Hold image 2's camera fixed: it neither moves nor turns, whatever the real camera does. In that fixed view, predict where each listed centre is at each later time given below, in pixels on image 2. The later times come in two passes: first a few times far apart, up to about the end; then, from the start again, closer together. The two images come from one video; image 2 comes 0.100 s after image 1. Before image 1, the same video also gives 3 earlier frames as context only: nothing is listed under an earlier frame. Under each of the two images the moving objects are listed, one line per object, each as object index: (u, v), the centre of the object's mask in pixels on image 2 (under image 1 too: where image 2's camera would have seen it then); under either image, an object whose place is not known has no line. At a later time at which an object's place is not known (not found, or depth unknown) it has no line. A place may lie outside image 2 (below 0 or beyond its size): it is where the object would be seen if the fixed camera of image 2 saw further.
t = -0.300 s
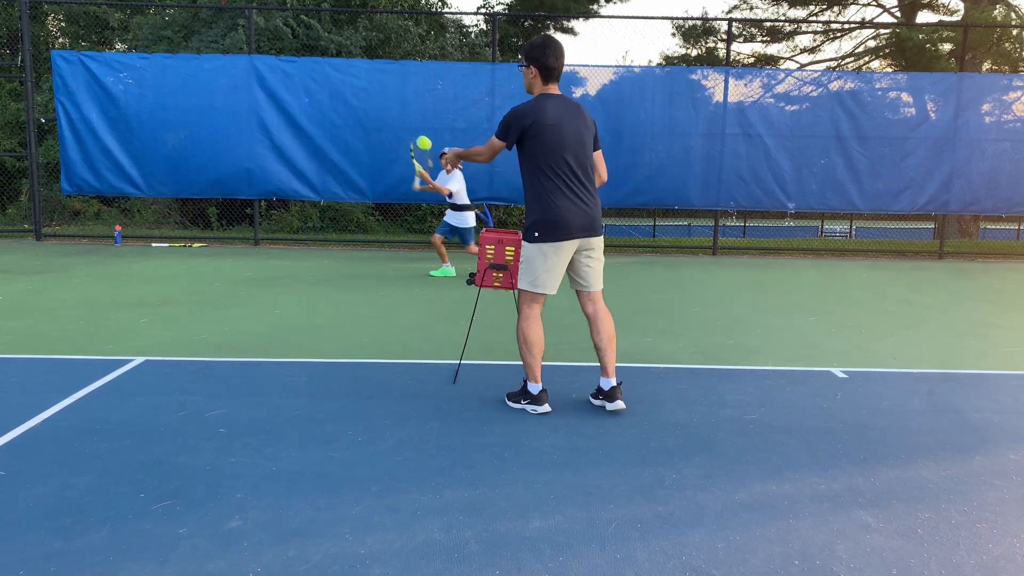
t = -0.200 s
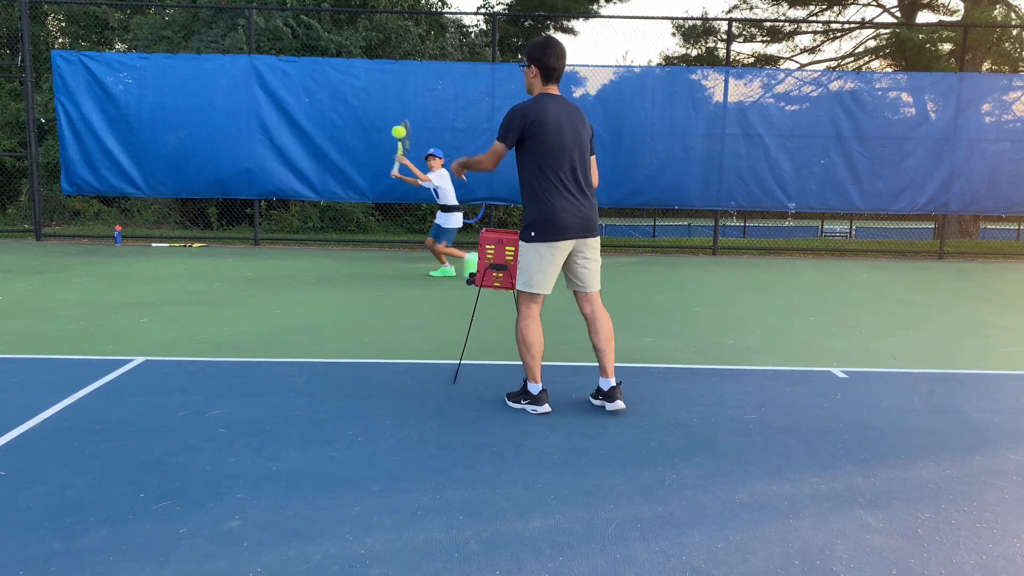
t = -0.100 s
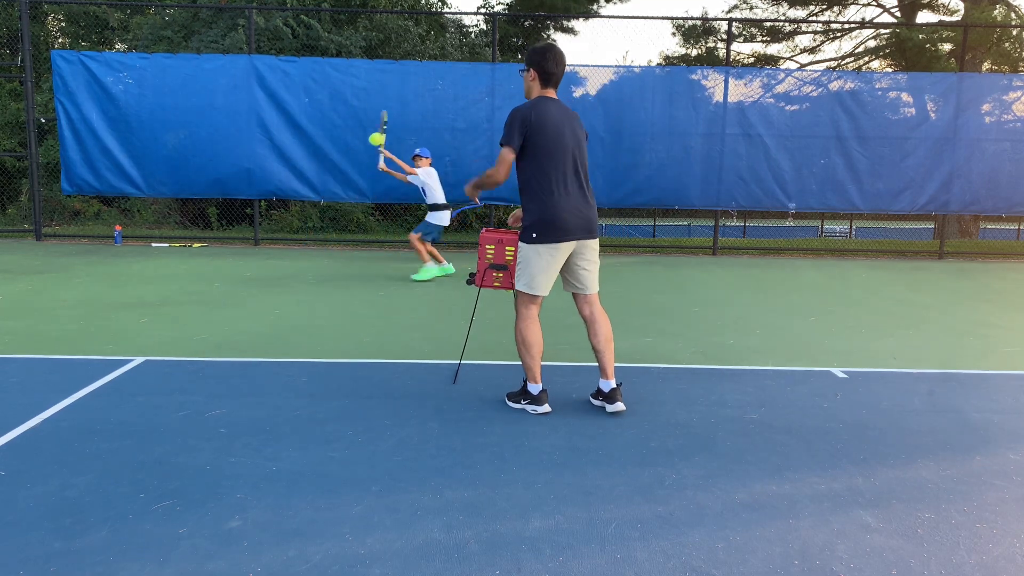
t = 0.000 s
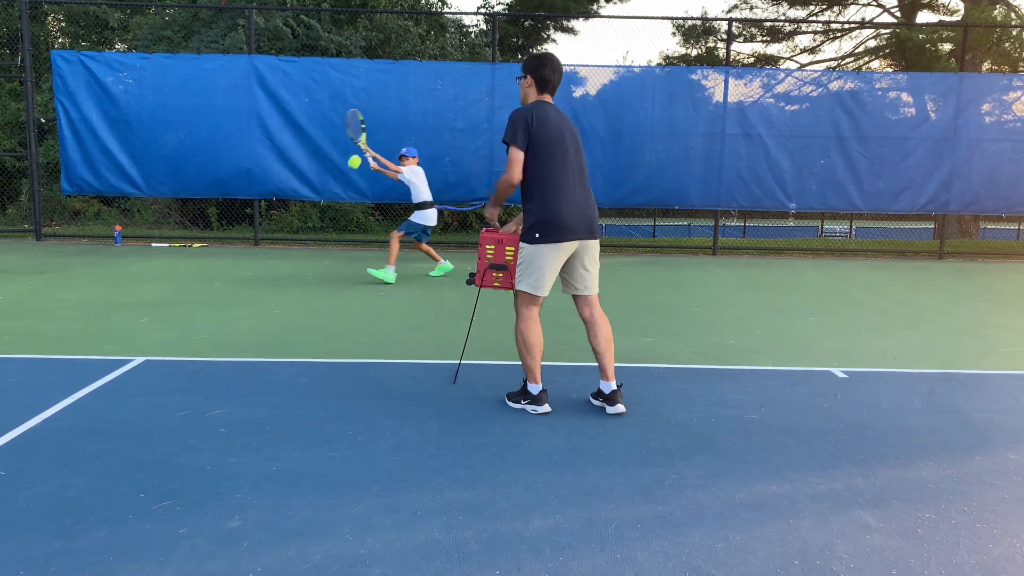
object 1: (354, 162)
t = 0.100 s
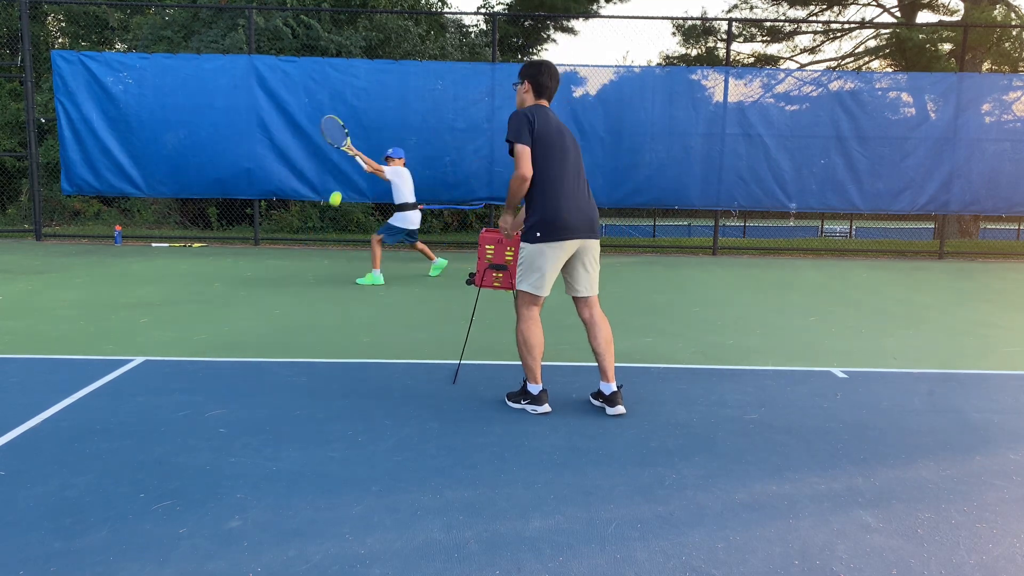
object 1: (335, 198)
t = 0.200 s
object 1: (318, 247)
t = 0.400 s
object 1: (290, 290)
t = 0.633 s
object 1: (264, 218)
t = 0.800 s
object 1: (247, 214)
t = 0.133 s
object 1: (329, 214)
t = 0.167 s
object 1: (323, 230)
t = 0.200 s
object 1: (318, 247)
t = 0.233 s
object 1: (313, 266)
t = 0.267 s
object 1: (308, 285)
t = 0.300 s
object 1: (303, 306)
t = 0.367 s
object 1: (294, 307)
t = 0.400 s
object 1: (290, 290)
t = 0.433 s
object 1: (286, 275)
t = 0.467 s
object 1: (282, 262)
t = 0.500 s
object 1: (278, 250)
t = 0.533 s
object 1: (274, 239)
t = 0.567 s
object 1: (271, 230)
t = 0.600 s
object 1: (267, 224)
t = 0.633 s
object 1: (264, 218)
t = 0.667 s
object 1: (260, 214)
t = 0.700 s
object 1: (257, 212)
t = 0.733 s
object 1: (253, 211)
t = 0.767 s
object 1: (250, 212)
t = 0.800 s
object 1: (247, 214)
